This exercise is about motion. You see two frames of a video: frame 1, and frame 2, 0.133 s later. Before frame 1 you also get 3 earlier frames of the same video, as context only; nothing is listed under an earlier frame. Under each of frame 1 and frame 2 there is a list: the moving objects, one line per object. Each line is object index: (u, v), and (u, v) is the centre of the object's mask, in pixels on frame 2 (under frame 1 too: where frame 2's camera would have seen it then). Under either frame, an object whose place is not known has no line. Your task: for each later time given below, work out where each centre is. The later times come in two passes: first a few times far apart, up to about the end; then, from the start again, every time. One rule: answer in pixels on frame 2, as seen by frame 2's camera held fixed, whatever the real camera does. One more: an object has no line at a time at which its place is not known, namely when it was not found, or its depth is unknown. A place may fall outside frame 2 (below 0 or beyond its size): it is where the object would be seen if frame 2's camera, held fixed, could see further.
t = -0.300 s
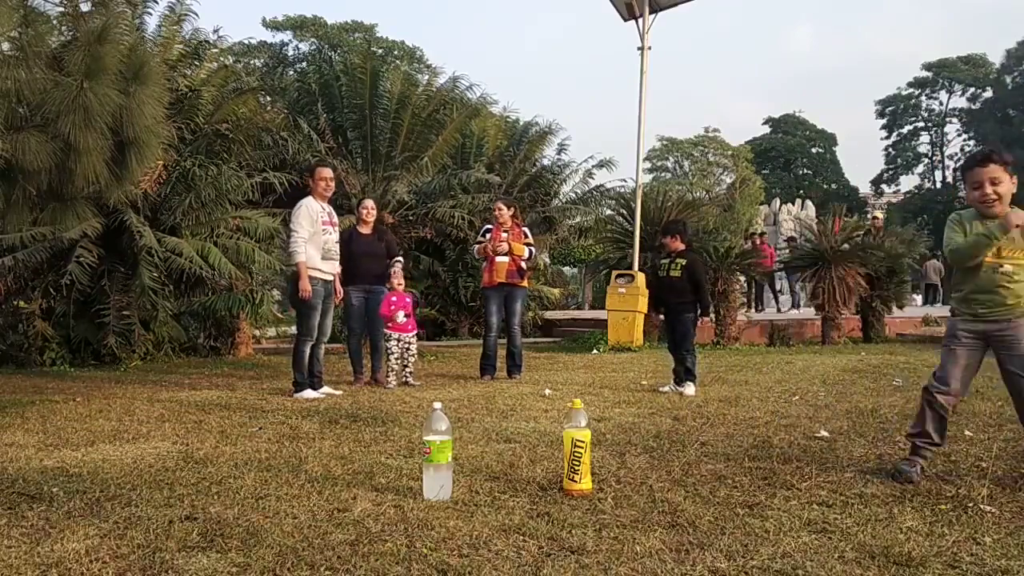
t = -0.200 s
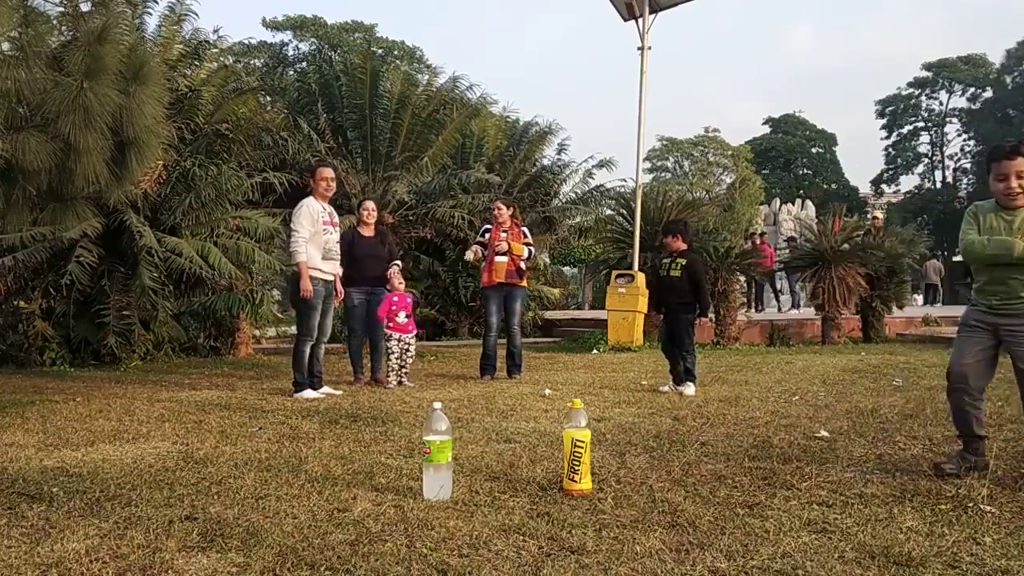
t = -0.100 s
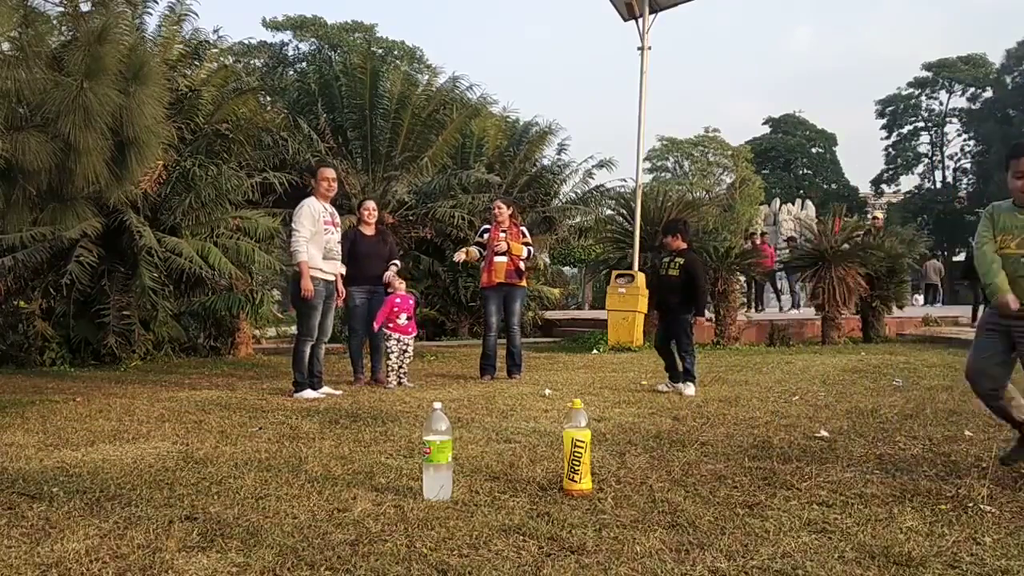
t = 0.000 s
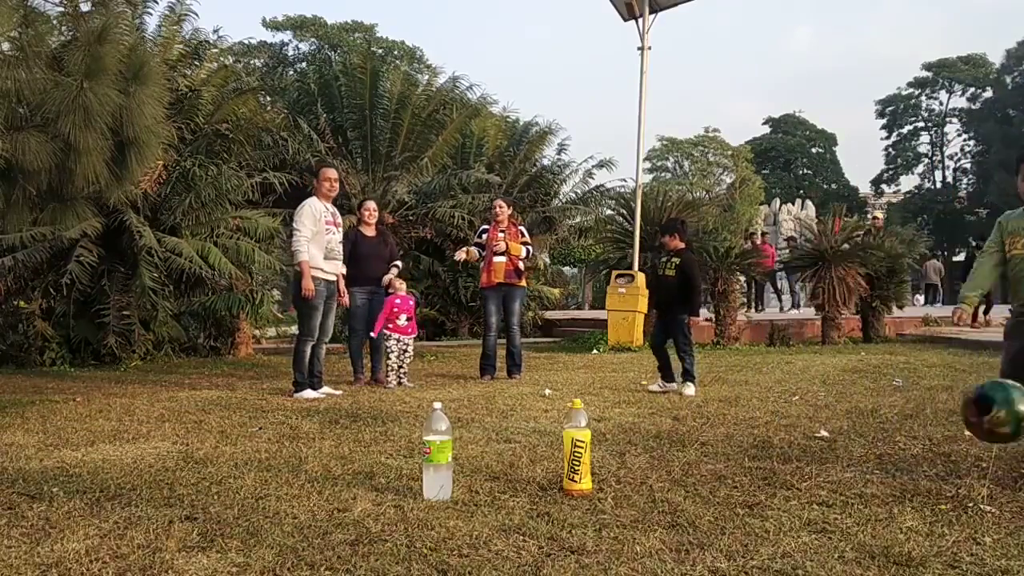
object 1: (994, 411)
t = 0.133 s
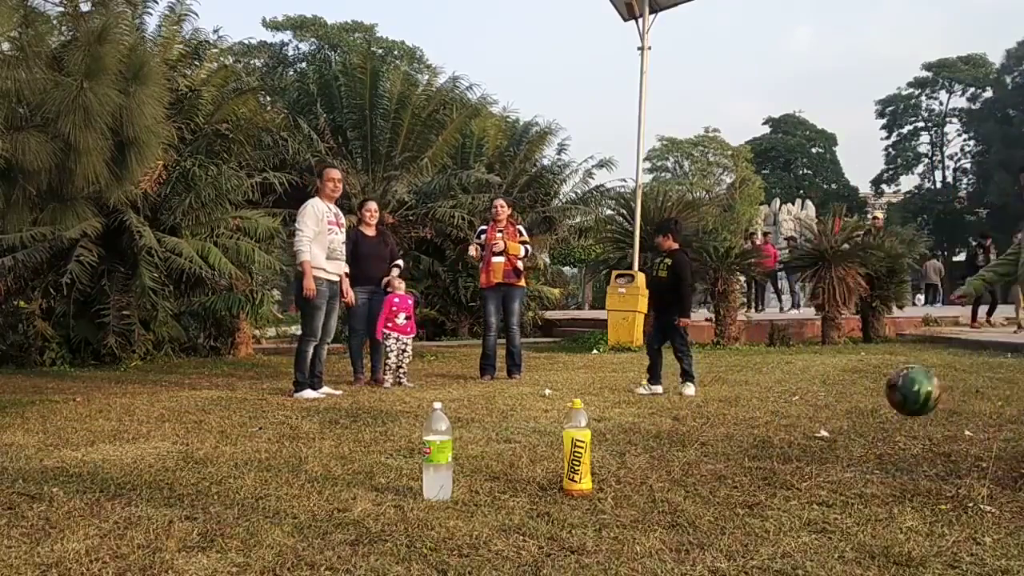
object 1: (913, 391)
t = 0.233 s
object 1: (873, 410)
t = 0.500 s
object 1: (813, 407)
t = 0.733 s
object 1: (789, 412)
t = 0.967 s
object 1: (777, 409)
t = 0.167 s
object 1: (898, 394)
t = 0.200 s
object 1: (885, 401)
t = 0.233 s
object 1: (873, 410)
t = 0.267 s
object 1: (860, 420)
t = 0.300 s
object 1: (850, 431)
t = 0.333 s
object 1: (839, 442)
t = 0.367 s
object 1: (833, 434)
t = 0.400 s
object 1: (828, 424)
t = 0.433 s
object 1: (822, 416)
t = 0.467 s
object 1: (817, 410)
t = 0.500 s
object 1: (813, 407)
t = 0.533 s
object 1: (809, 406)
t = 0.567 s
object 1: (806, 407)
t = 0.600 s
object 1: (802, 410)
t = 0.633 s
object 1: (798, 415)
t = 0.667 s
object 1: (794, 420)
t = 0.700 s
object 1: (791, 416)
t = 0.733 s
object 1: (789, 412)
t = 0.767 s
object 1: (786, 411)
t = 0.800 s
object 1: (784, 411)
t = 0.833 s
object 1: (781, 413)
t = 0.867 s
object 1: (779, 413)
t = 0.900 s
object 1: (778, 411)
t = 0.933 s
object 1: (778, 409)
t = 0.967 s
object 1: (777, 409)
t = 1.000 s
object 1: (776, 408)
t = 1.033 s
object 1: (775, 409)
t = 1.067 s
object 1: (775, 408)
